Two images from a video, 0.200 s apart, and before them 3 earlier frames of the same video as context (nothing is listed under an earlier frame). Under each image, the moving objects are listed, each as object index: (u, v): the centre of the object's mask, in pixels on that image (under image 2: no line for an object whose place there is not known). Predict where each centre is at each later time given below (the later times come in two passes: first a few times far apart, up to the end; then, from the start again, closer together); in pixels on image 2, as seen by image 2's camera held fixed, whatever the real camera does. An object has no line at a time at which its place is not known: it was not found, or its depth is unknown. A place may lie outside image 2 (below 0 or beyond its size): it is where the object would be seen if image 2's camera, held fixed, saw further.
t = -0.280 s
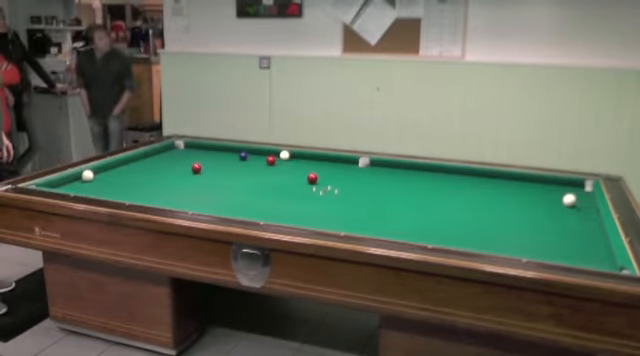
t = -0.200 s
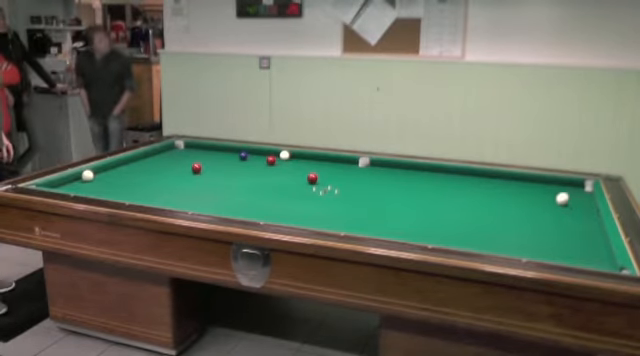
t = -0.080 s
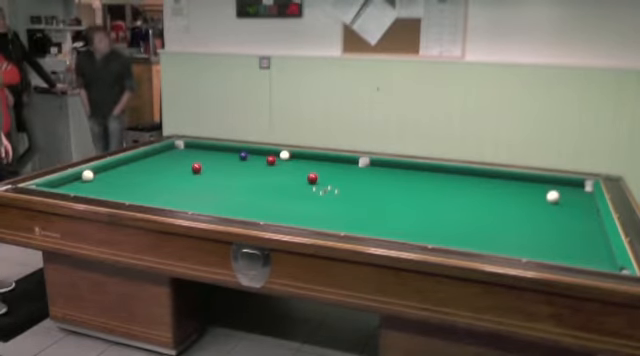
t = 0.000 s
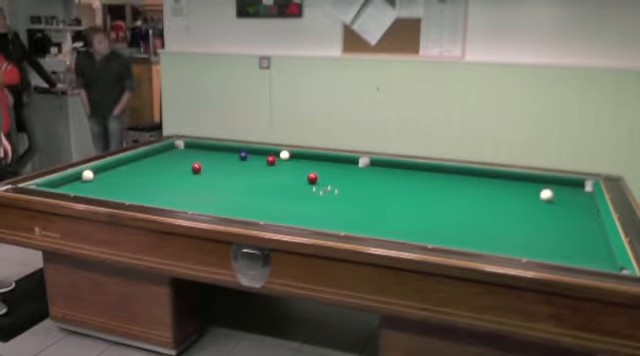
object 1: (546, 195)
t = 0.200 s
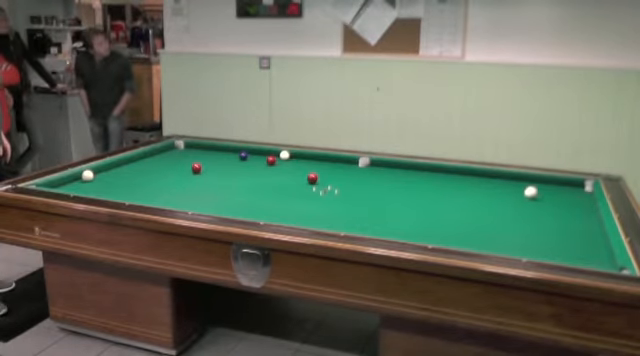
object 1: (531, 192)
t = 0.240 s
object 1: (528, 191)
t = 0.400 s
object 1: (516, 189)
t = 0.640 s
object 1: (499, 186)
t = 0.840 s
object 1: (485, 183)
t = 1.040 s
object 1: (471, 181)
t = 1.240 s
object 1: (459, 179)
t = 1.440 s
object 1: (447, 177)
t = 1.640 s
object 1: (435, 175)
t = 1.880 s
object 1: (422, 172)
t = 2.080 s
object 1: (411, 170)
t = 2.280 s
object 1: (401, 168)
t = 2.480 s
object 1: (391, 167)
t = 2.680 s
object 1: (382, 165)
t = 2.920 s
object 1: (372, 163)
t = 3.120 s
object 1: (363, 161)
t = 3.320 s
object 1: (355, 160)
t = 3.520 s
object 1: (348, 161)
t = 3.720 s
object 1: (341, 161)
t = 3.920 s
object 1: (334, 161)
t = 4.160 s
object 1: (326, 161)
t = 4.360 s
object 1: (320, 161)
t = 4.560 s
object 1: (314, 161)
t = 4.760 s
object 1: (308, 161)
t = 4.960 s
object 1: (302, 161)
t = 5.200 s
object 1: (296, 161)
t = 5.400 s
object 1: (291, 161)
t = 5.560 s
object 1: (288, 162)
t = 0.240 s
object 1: (528, 191)
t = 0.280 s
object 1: (525, 191)
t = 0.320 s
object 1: (522, 190)
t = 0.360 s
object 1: (519, 190)
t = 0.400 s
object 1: (516, 189)
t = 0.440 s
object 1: (513, 189)
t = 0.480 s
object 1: (510, 188)
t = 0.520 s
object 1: (507, 187)
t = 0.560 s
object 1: (504, 187)
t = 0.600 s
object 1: (501, 186)
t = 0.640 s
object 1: (499, 186)
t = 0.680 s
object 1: (496, 185)
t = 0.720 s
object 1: (493, 185)
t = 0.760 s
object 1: (490, 184)
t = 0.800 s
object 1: (488, 184)
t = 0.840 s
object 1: (485, 183)
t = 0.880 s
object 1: (482, 183)
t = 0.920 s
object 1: (480, 183)
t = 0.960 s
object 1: (477, 182)
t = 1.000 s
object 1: (474, 182)
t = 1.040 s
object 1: (471, 181)
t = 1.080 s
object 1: (469, 181)
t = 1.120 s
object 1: (466, 180)
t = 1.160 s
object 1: (464, 180)
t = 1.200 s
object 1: (461, 179)
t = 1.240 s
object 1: (459, 179)
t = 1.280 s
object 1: (456, 178)
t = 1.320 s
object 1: (454, 178)
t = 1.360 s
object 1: (452, 178)
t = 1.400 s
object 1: (449, 177)
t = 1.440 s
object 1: (447, 177)
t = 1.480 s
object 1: (444, 177)
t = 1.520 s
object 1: (442, 176)
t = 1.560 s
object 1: (439, 176)
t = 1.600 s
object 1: (437, 175)
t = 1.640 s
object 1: (435, 175)
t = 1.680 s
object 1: (433, 174)
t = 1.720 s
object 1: (430, 174)
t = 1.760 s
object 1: (428, 173)
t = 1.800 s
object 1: (426, 173)
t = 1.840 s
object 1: (424, 173)
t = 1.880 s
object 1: (422, 172)
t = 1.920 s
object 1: (420, 172)
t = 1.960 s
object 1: (418, 171)
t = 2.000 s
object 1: (416, 171)
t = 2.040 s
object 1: (413, 171)
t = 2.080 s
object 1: (411, 170)
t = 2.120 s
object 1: (409, 170)
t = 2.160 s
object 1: (407, 170)
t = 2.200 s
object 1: (405, 169)
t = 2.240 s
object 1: (403, 169)
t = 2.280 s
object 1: (401, 168)
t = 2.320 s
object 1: (399, 168)
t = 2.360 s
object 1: (397, 168)
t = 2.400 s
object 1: (395, 167)
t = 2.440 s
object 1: (393, 167)
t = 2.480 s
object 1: (391, 167)
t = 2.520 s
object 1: (390, 167)
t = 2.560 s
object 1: (388, 166)
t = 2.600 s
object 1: (386, 166)
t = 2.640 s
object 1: (384, 165)
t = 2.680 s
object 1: (382, 165)
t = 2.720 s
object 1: (380, 165)
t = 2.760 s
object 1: (379, 165)
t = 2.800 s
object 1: (377, 164)
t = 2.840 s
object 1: (375, 164)
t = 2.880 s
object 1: (373, 164)
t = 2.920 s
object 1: (372, 163)
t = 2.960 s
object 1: (370, 163)
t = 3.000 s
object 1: (368, 163)
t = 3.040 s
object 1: (367, 162)
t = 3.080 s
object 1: (365, 162)
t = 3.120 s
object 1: (363, 161)
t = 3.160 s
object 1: (363, 161)
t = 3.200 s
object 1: (361, 161)
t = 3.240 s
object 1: (359, 161)
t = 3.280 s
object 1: (356, 161)
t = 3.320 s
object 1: (355, 160)
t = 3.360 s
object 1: (353, 161)
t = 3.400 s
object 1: (352, 161)
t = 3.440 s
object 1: (351, 161)
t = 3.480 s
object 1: (349, 161)
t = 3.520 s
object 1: (348, 161)
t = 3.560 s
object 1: (347, 161)
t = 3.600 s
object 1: (345, 161)
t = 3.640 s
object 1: (343, 161)
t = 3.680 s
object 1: (342, 161)
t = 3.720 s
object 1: (341, 161)
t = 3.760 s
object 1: (339, 161)
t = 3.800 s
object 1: (338, 161)
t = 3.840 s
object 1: (337, 161)
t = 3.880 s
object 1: (335, 161)
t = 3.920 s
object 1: (334, 161)
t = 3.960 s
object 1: (333, 161)
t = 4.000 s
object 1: (331, 161)
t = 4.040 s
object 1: (330, 161)
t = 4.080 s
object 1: (329, 161)
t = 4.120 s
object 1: (327, 161)
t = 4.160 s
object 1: (326, 161)
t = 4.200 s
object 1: (325, 161)
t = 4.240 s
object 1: (324, 161)
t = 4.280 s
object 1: (322, 161)
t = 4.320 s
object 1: (321, 161)
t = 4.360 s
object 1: (320, 161)
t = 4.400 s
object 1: (319, 161)
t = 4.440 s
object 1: (317, 161)
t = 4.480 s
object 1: (316, 161)
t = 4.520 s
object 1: (315, 161)
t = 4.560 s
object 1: (314, 161)
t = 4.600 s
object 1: (312, 161)
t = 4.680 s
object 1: (310, 161)
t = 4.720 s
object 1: (309, 161)
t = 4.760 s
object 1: (308, 161)
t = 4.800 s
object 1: (307, 161)
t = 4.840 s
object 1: (306, 161)
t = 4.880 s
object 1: (304, 161)
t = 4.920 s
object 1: (303, 161)
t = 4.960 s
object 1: (302, 161)
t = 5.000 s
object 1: (301, 161)
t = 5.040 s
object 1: (300, 161)
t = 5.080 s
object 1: (299, 161)
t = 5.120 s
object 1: (298, 161)
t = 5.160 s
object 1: (297, 161)
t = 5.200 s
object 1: (296, 161)
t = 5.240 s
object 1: (295, 161)
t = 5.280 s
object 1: (294, 161)
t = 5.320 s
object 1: (293, 161)
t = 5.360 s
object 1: (292, 161)
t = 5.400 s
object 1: (291, 161)
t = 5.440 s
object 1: (290, 161)
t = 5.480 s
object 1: (289, 161)
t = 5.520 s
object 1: (289, 161)
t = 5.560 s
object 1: (288, 162)
